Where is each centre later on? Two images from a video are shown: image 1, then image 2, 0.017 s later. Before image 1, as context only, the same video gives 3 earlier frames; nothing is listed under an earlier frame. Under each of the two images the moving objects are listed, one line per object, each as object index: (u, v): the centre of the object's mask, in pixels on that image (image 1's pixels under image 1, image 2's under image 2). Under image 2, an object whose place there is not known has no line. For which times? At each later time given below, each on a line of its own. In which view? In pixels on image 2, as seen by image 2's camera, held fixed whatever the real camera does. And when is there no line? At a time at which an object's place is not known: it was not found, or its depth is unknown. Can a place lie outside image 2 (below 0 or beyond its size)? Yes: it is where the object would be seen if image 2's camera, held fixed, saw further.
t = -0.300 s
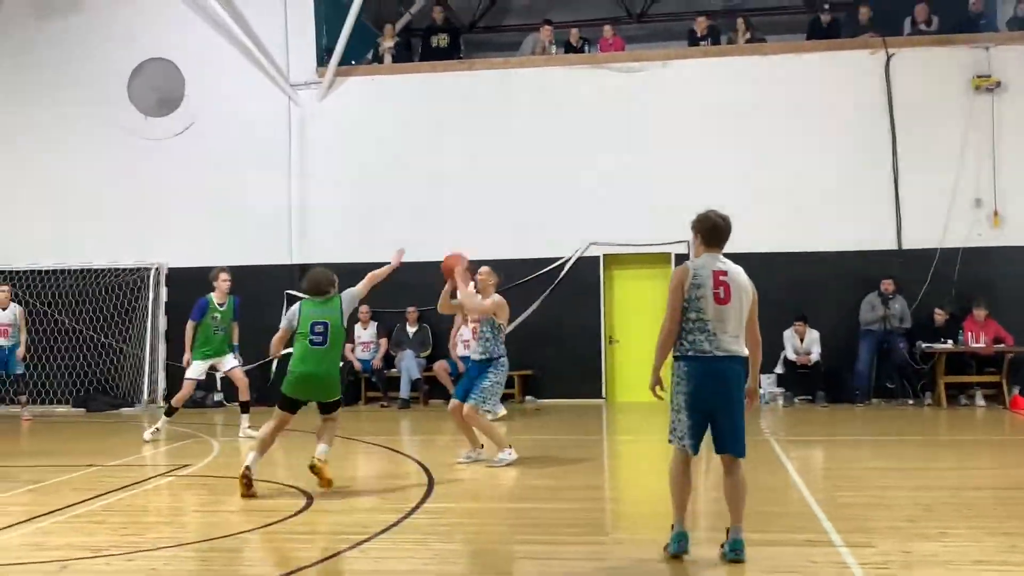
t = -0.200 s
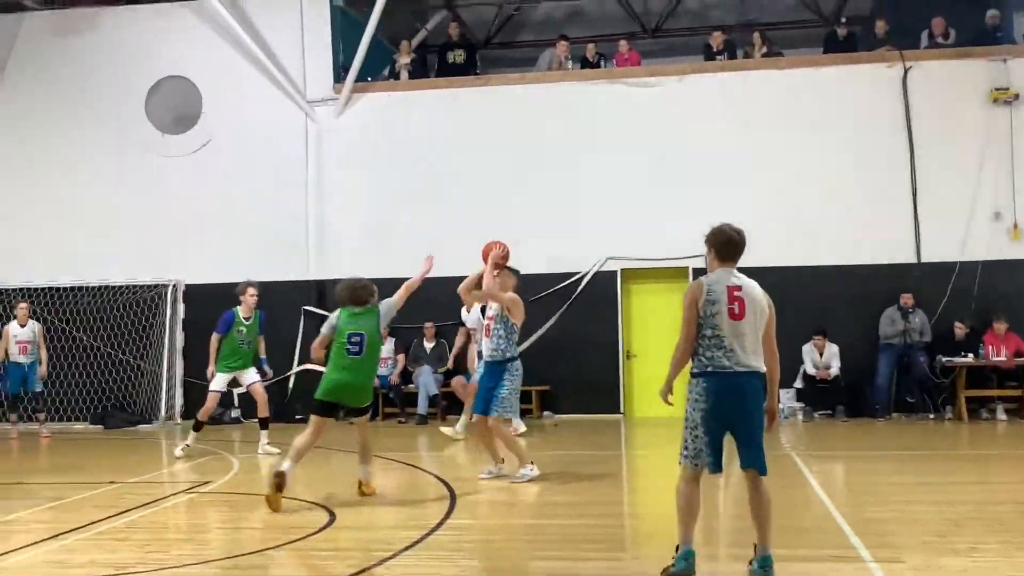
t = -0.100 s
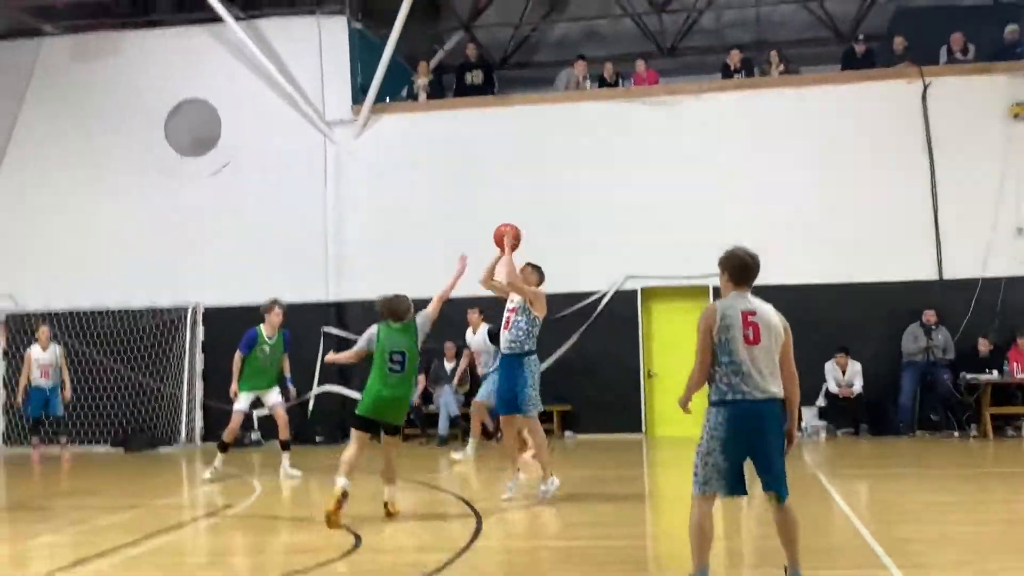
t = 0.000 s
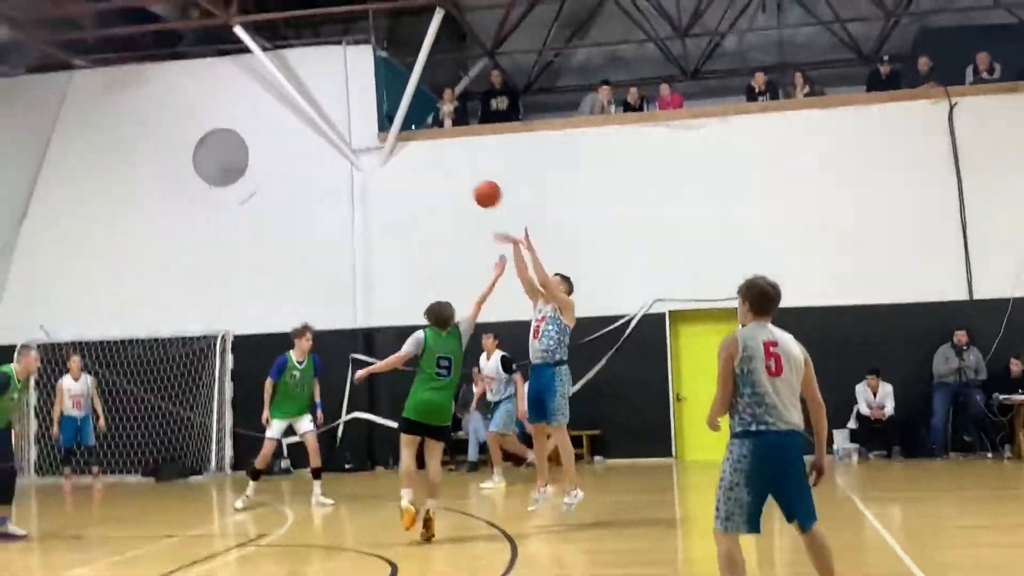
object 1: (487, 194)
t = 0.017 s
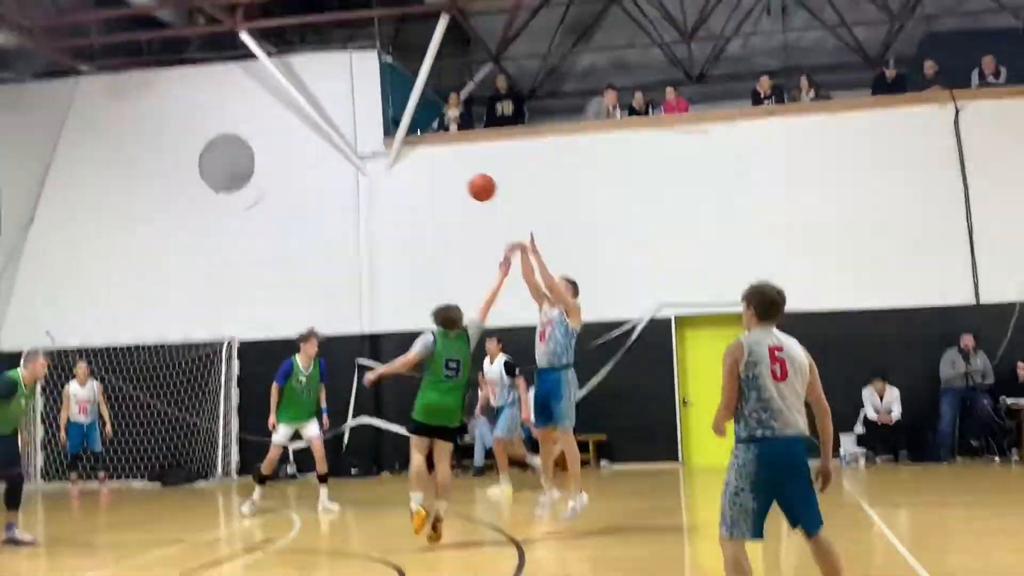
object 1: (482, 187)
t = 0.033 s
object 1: (469, 174)
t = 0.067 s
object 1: (445, 152)
